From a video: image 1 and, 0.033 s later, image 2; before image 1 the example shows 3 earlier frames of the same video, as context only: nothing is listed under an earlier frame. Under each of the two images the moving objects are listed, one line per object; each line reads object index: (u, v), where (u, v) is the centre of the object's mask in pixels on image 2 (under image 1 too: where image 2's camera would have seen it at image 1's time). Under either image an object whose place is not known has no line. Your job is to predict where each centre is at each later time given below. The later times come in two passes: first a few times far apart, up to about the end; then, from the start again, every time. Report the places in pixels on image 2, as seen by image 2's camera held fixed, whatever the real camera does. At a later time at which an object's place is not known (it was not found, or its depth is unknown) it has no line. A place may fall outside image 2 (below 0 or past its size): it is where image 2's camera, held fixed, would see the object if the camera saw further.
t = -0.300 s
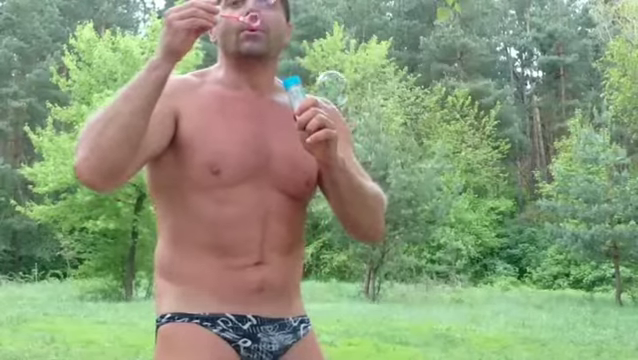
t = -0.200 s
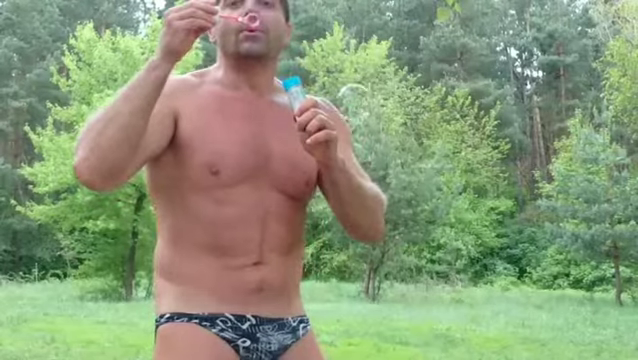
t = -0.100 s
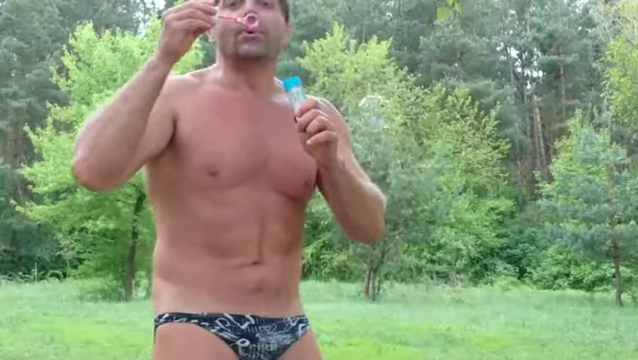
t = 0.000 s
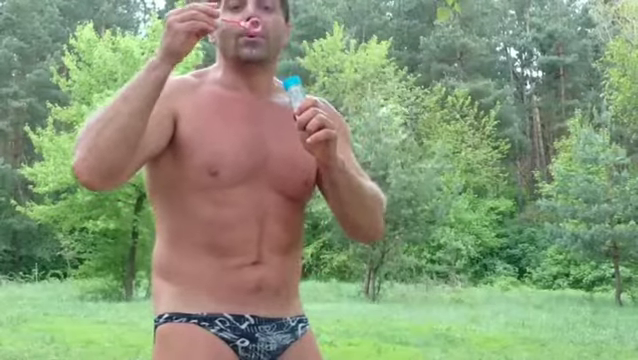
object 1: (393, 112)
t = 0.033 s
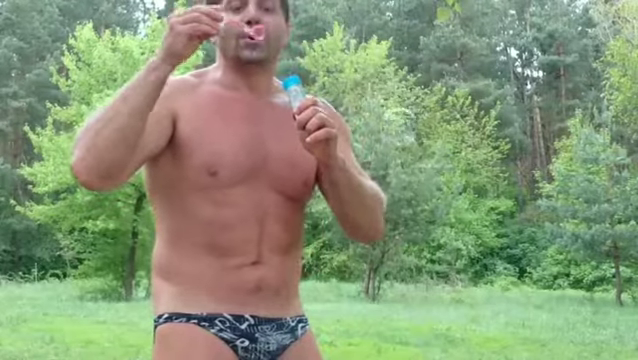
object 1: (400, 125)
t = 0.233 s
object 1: (433, 143)
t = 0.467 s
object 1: (470, 162)
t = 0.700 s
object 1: (508, 184)
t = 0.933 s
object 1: (545, 213)
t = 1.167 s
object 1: (585, 244)
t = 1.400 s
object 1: (626, 283)
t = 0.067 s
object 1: (406, 128)
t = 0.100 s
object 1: (411, 132)
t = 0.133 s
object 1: (416, 135)
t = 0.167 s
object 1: (423, 138)
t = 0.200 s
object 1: (429, 139)
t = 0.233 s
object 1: (433, 143)
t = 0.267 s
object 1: (438, 144)
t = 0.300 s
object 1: (442, 147)
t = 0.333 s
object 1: (447, 150)
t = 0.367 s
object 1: (452, 154)
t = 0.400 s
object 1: (460, 157)
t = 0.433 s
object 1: (464, 159)
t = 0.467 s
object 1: (470, 162)
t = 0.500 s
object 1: (475, 166)
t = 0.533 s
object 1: (480, 169)
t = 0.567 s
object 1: (486, 172)
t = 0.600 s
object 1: (491, 175)
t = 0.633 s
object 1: (497, 178)
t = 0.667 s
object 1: (503, 181)
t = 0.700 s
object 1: (508, 184)
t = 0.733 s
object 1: (514, 187)
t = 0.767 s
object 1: (519, 192)
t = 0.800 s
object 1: (524, 196)
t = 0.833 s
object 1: (529, 200)
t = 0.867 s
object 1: (534, 205)
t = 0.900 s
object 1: (540, 209)
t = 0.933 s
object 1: (545, 213)
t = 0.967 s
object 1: (552, 216)
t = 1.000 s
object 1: (556, 220)
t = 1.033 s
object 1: (562, 225)
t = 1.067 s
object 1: (567, 231)
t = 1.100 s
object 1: (574, 236)
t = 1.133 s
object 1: (578, 240)
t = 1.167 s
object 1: (585, 244)
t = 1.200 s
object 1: (592, 249)
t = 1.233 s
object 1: (598, 252)
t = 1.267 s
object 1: (603, 257)
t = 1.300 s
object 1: (611, 266)
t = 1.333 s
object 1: (617, 271)
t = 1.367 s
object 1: (623, 276)
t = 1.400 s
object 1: (626, 283)
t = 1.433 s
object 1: (628, 287)
